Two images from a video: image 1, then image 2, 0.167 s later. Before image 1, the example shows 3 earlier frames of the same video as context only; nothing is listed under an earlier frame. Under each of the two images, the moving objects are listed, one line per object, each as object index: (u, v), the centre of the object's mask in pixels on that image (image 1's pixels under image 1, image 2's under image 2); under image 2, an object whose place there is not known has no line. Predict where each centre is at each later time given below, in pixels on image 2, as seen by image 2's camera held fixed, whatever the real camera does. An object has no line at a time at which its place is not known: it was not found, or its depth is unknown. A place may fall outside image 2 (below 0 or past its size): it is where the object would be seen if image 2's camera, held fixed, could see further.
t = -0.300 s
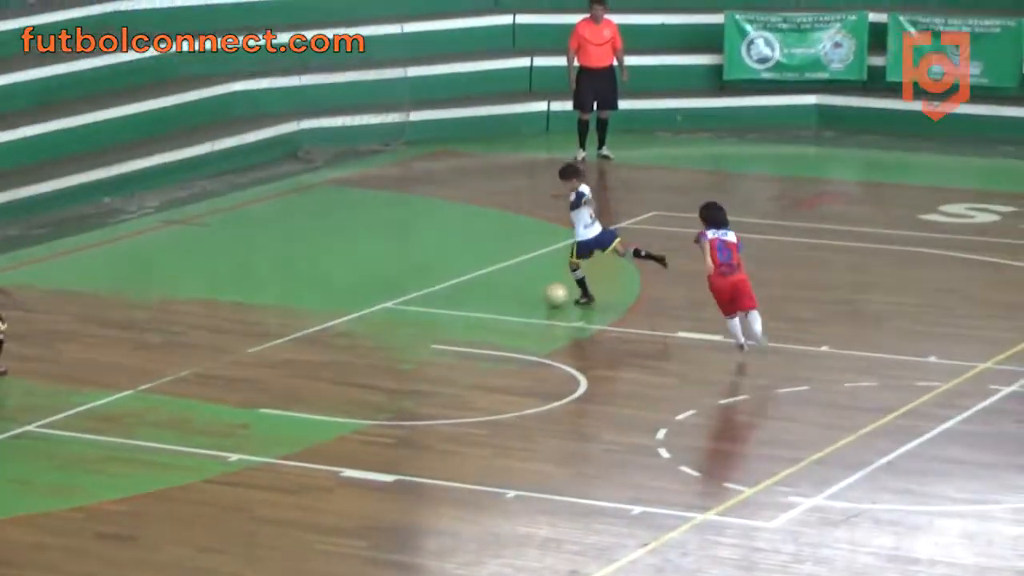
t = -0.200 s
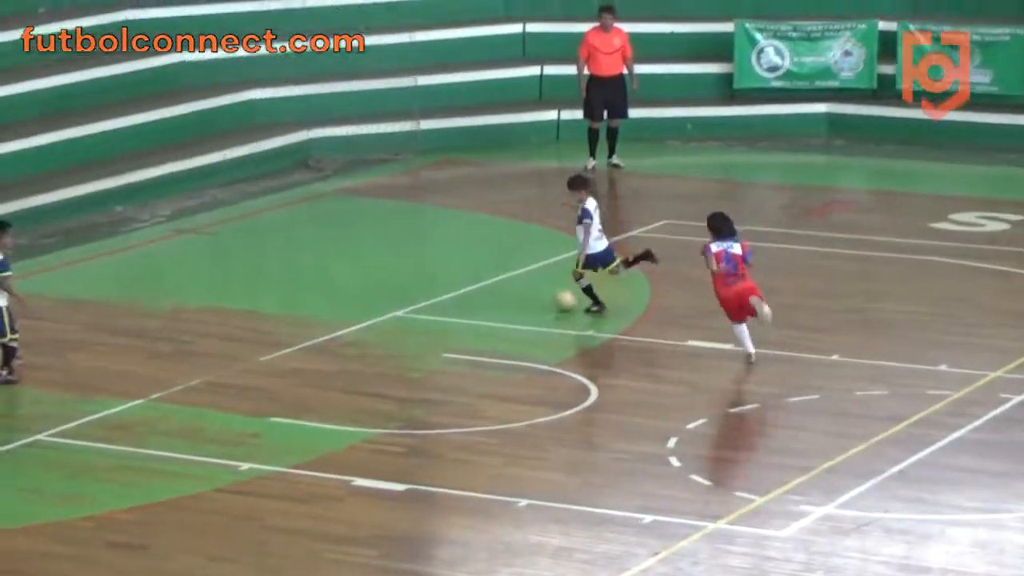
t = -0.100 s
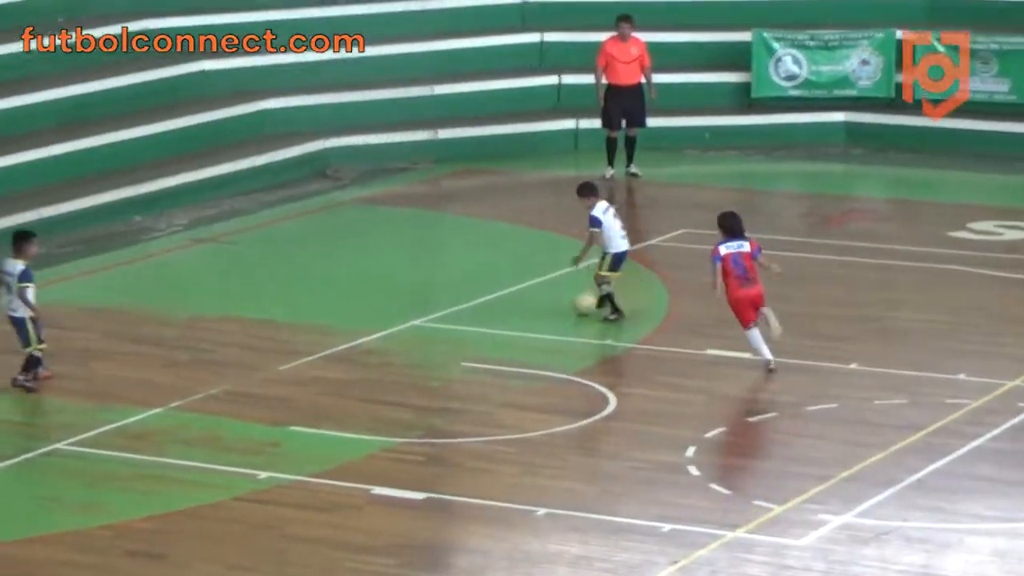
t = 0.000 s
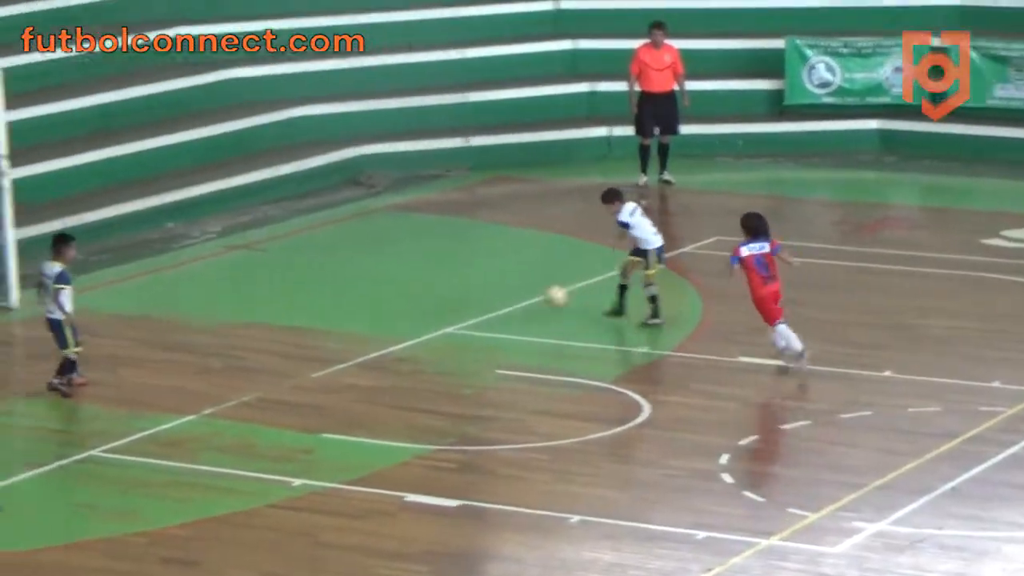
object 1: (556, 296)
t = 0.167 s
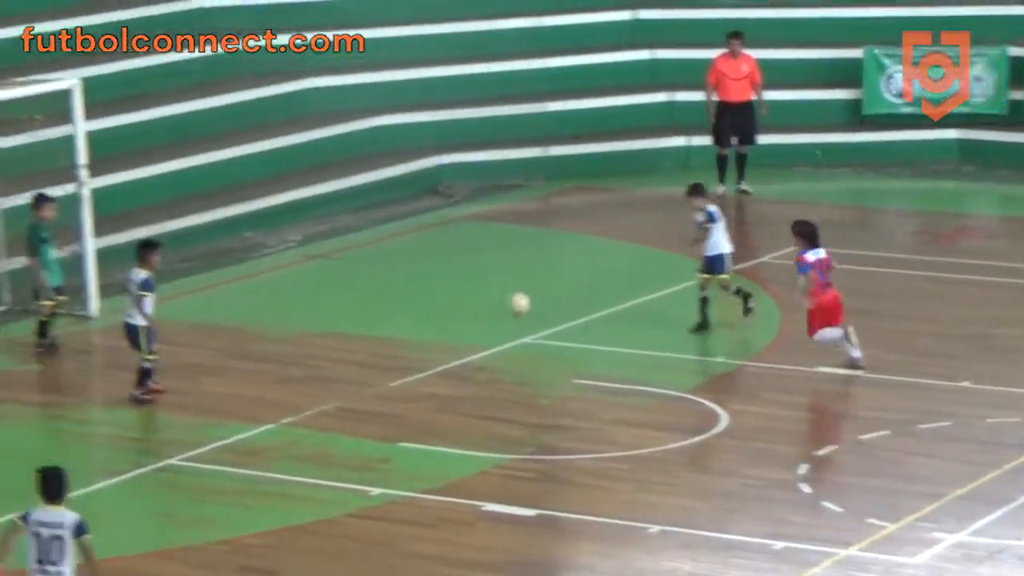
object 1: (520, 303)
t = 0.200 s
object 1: (496, 307)
